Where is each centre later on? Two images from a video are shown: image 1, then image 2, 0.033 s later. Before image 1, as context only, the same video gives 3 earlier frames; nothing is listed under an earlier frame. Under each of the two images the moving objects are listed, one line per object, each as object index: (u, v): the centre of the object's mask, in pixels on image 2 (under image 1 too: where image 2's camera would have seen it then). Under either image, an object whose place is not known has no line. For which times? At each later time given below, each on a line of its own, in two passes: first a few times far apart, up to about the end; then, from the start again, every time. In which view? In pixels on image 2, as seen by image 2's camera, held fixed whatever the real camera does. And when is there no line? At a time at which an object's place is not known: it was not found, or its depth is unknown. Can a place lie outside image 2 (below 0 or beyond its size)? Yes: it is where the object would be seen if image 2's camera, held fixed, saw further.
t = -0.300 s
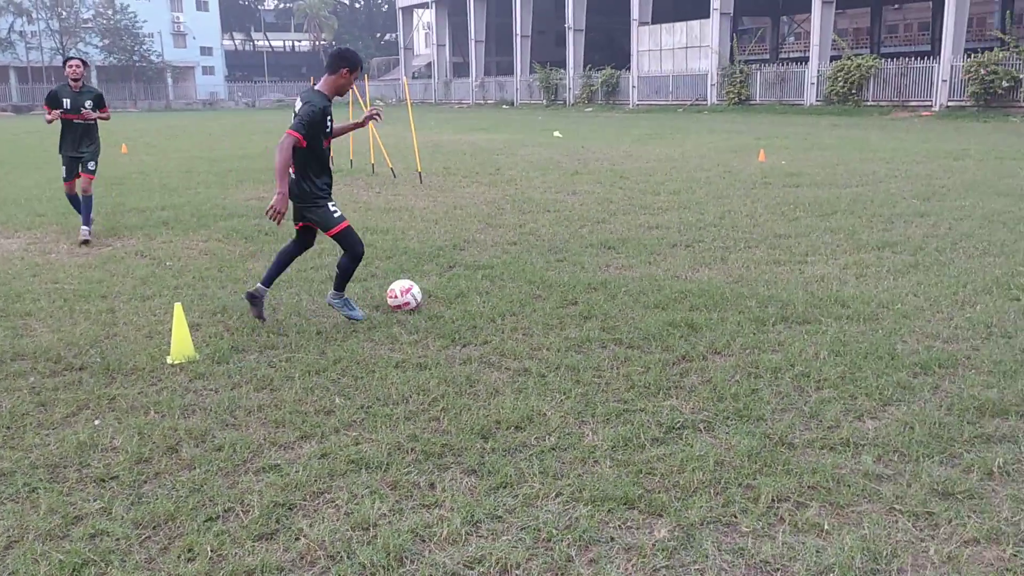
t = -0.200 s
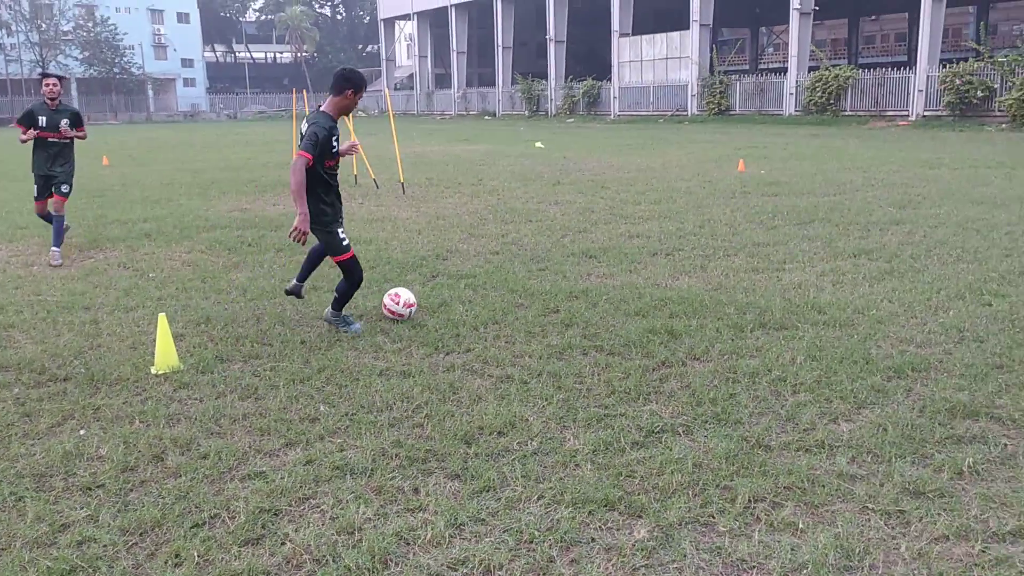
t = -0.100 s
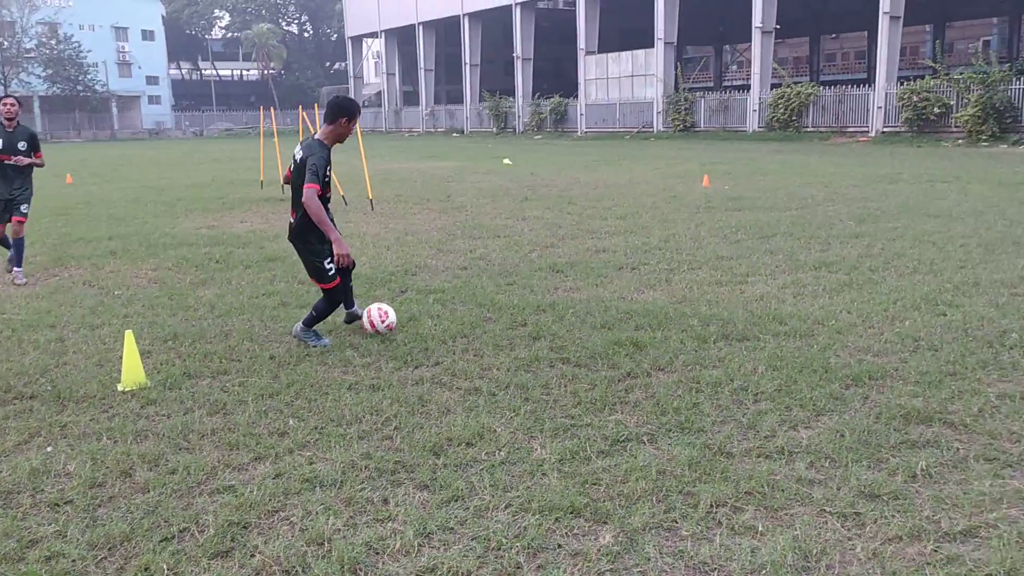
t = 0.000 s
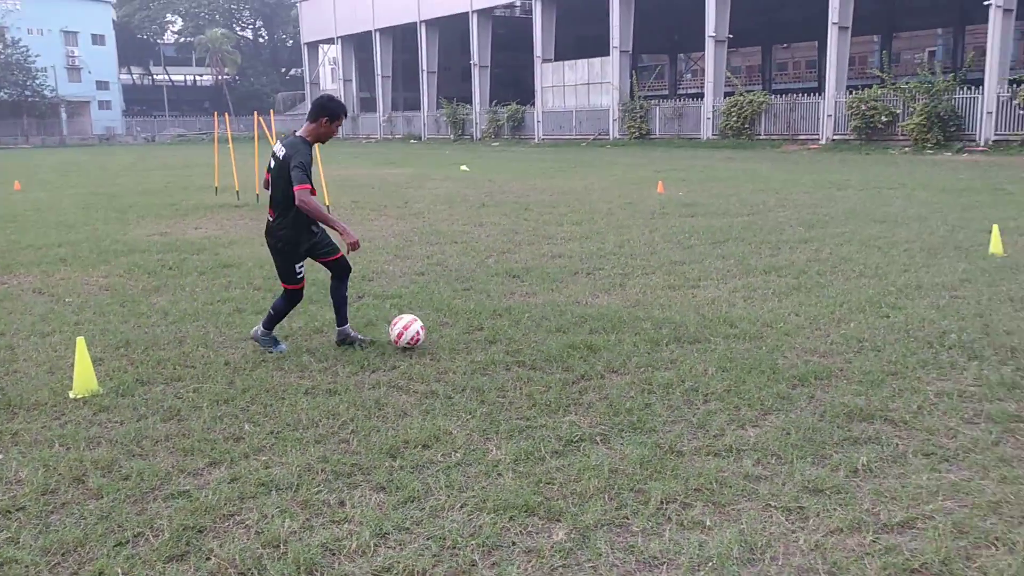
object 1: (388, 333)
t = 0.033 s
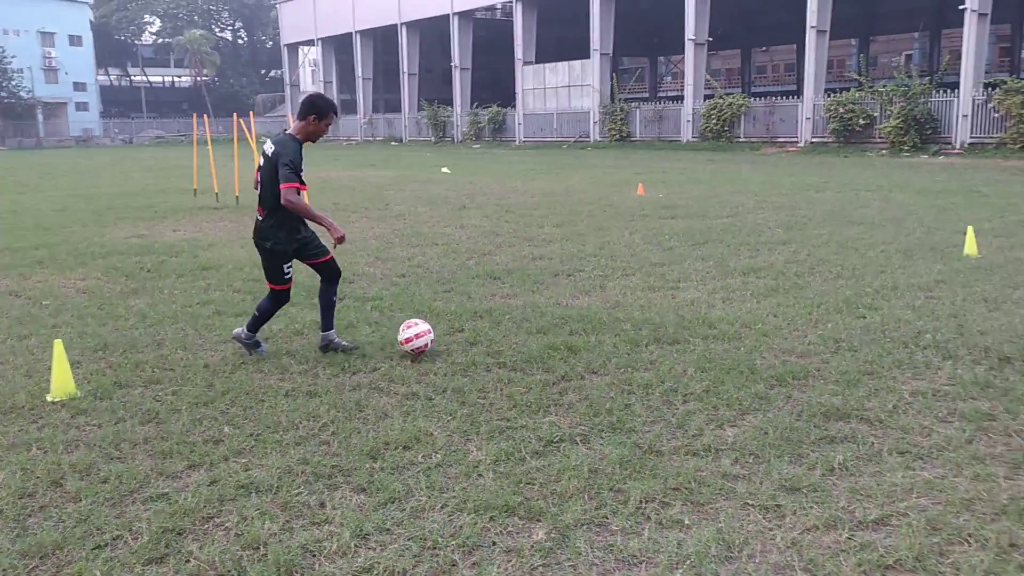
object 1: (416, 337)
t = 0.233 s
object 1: (590, 364)
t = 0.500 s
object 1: (814, 390)
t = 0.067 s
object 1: (445, 343)
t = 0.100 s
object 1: (475, 349)
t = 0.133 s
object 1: (506, 355)
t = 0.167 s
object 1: (533, 357)
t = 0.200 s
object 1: (562, 361)
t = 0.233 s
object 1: (590, 364)
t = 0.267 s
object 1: (619, 370)
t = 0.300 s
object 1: (647, 373)
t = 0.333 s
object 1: (673, 376)
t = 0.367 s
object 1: (701, 379)
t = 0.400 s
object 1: (729, 384)
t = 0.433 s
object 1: (757, 389)
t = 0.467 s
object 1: (785, 389)
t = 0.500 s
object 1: (814, 390)
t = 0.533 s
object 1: (844, 394)
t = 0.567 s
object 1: (874, 399)
